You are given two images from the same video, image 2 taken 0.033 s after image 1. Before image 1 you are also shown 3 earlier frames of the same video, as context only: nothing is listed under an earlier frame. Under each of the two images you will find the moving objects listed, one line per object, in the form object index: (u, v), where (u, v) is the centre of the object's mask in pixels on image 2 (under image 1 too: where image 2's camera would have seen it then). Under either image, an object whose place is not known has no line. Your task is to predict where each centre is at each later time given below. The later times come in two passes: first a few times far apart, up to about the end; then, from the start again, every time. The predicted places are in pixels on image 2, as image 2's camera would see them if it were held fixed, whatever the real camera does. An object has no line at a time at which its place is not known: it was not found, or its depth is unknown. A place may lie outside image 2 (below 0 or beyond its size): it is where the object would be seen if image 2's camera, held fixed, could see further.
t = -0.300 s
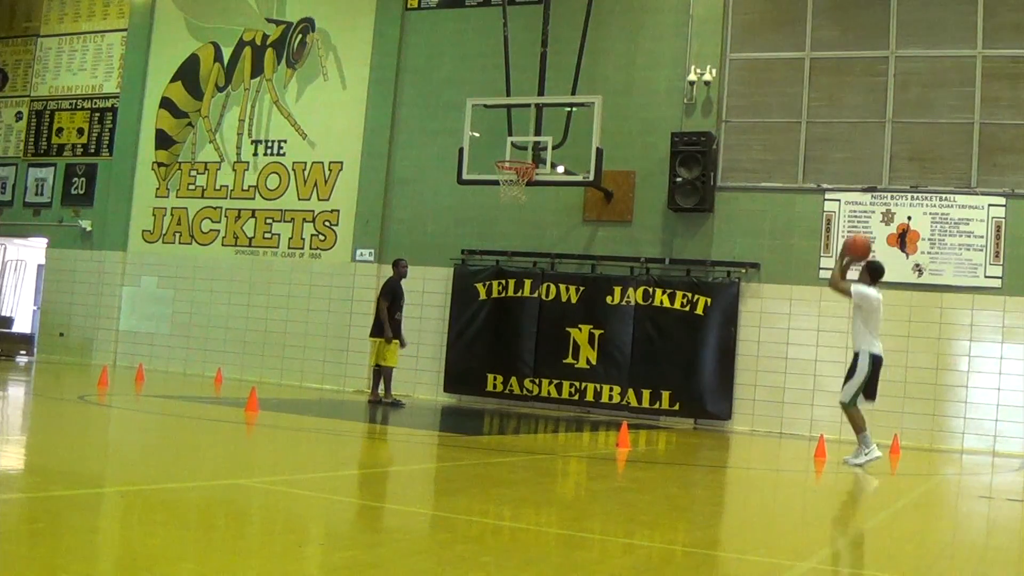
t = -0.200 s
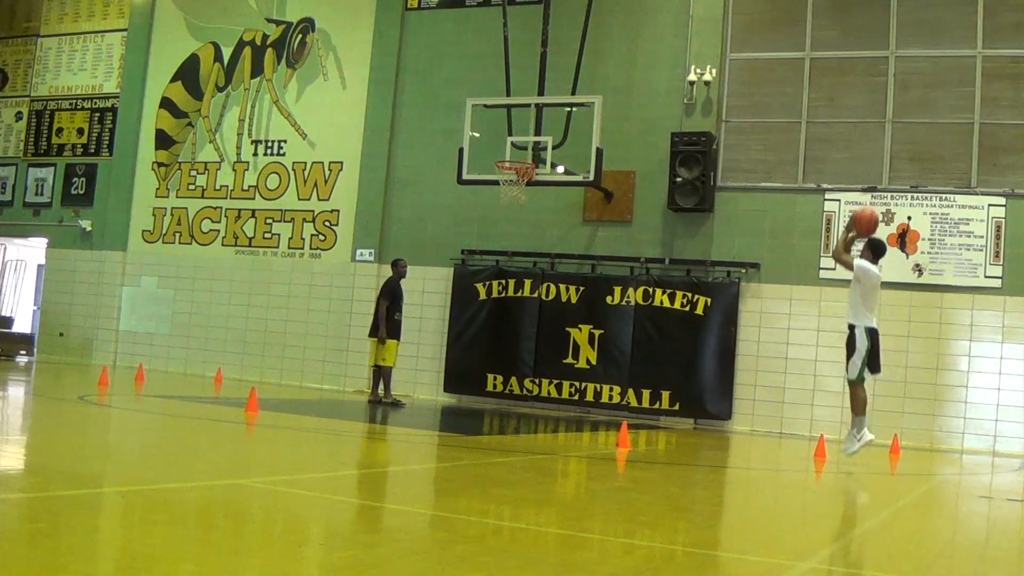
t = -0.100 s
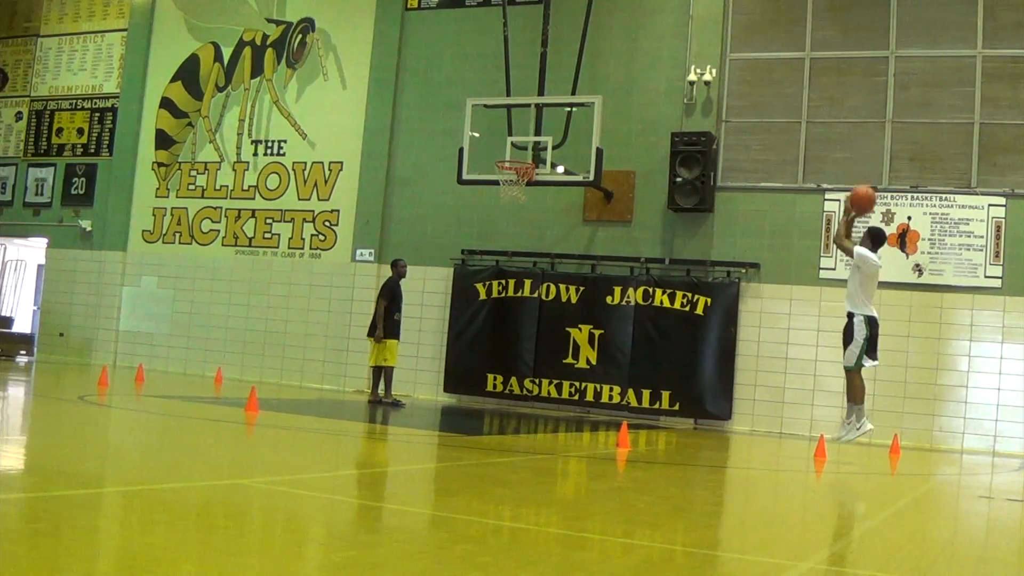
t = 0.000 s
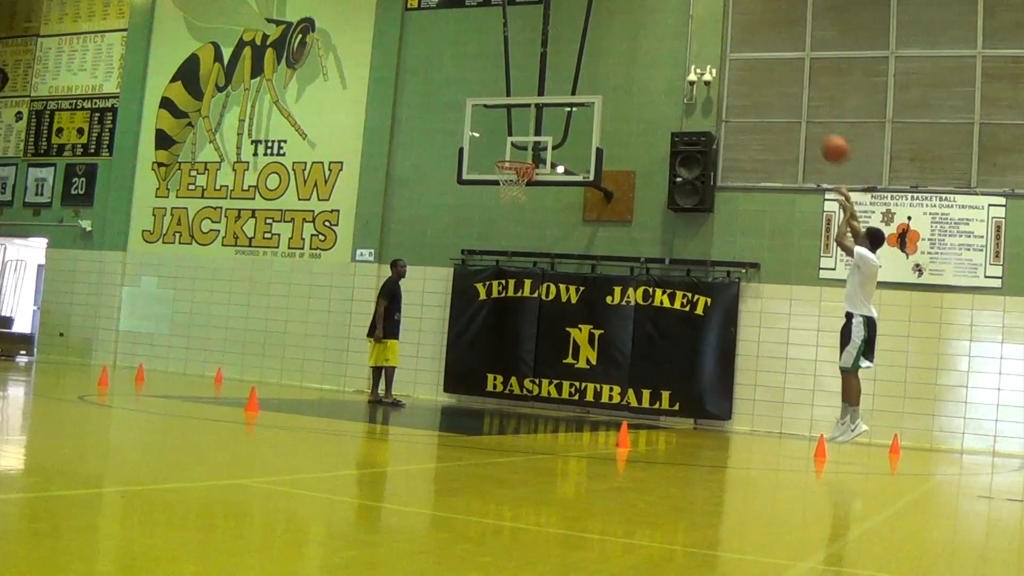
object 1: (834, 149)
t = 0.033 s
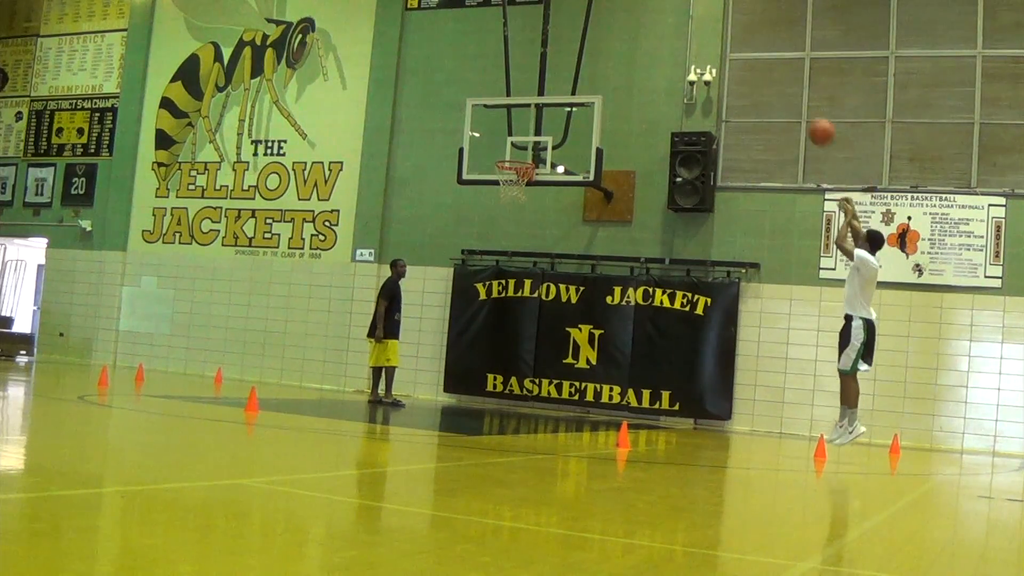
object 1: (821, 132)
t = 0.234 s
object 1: (746, 61)
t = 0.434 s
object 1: (679, 35)
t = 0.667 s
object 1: (609, 51)
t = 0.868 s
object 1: (554, 97)
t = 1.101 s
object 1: (518, 171)
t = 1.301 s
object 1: (529, 177)
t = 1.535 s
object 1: (513, 208)
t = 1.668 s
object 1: (499, 242)
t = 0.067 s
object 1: (808, 116)
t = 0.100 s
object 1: (795, 103)
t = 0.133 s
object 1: (783, 90)
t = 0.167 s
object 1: (770, 79)
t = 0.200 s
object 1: (759, 70)
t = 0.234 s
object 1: (746, 61)
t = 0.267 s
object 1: (735, 54)
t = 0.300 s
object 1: (723, 48)
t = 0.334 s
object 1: (712, 44)
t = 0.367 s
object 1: (701, 40)
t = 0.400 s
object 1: (690, 37)
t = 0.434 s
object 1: (679, 35)
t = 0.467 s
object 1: (669, 35)
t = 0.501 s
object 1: (659, 35)
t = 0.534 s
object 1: (649, 37)
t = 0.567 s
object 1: (639, 39)
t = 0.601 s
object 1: (629, 42)
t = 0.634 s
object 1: (619, 46)
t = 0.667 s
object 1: (609, 51)
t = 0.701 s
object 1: (600, 57)
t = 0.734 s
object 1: (591, 63)
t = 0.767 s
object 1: (581, 71)
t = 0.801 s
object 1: (571, 79)
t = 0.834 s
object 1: (562, 87)
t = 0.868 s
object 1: (554, 97)
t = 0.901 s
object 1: (544, 109)
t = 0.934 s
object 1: (535, 118)
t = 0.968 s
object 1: (526, 130)
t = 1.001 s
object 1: (518, 144)
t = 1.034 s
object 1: (509, 155)
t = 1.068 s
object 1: (506, 166)
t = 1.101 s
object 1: (518, 171)
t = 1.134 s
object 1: (527, 178)
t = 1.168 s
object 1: (532, 178)
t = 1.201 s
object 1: (532, 176)
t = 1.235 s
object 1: (532, 176)
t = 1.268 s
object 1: (530, 176)
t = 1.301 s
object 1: (529, 177)
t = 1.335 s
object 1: (529, 181)
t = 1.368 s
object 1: (526, 183)
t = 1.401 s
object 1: (524, 187)
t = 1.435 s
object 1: (522, 192)
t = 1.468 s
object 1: (519, 197)
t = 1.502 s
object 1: (516, 203)
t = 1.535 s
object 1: (513, 208)
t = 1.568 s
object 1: (509, 215)
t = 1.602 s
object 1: (506, 223)
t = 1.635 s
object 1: (502, 232)
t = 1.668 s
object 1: (499, 242)
